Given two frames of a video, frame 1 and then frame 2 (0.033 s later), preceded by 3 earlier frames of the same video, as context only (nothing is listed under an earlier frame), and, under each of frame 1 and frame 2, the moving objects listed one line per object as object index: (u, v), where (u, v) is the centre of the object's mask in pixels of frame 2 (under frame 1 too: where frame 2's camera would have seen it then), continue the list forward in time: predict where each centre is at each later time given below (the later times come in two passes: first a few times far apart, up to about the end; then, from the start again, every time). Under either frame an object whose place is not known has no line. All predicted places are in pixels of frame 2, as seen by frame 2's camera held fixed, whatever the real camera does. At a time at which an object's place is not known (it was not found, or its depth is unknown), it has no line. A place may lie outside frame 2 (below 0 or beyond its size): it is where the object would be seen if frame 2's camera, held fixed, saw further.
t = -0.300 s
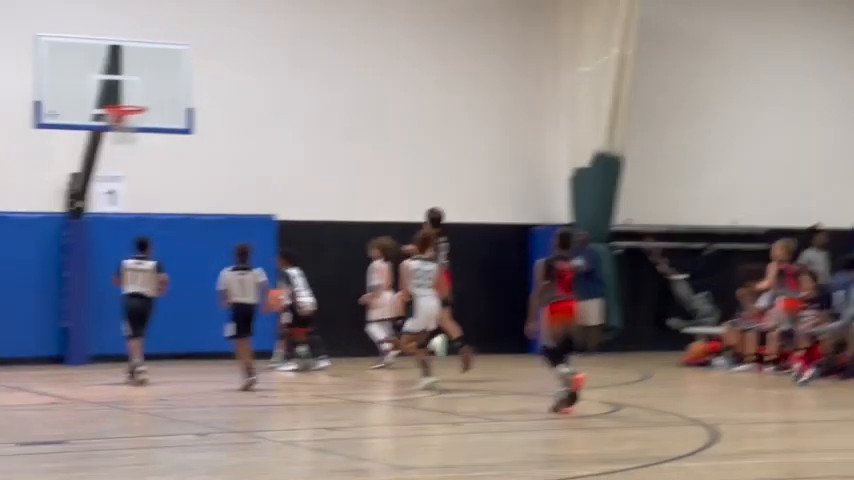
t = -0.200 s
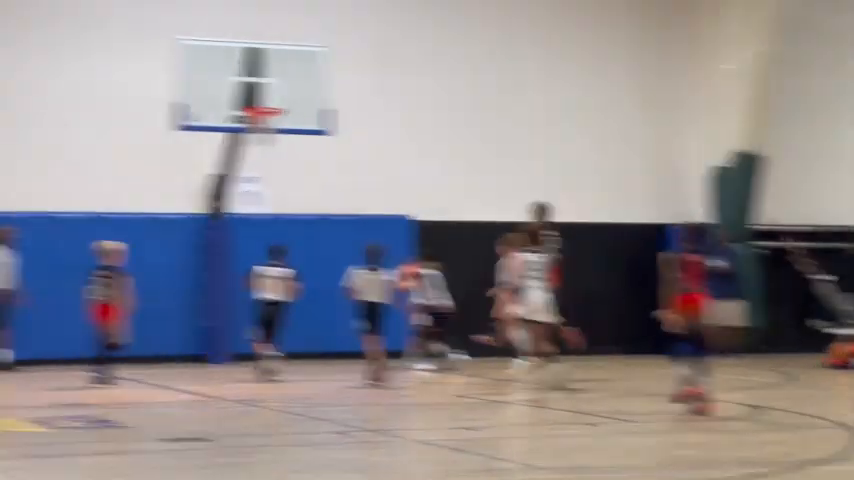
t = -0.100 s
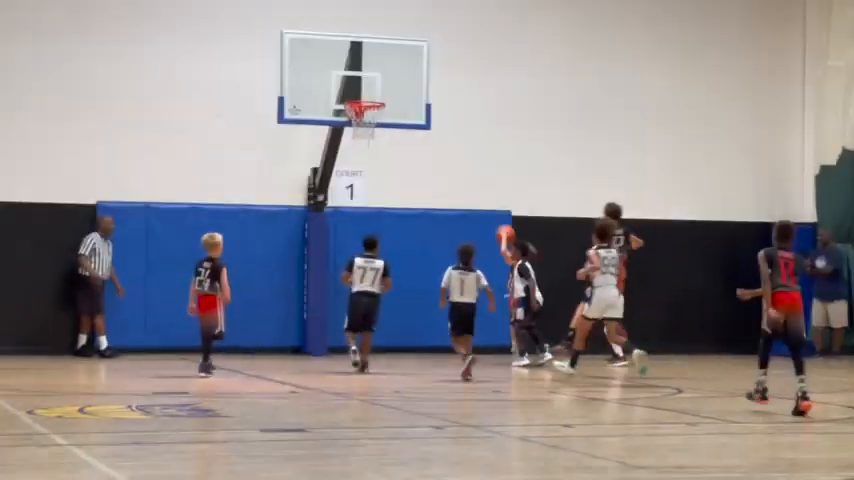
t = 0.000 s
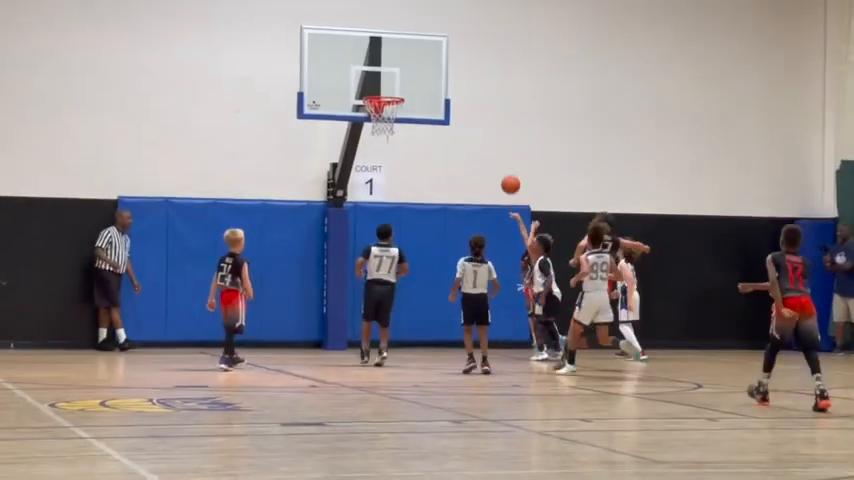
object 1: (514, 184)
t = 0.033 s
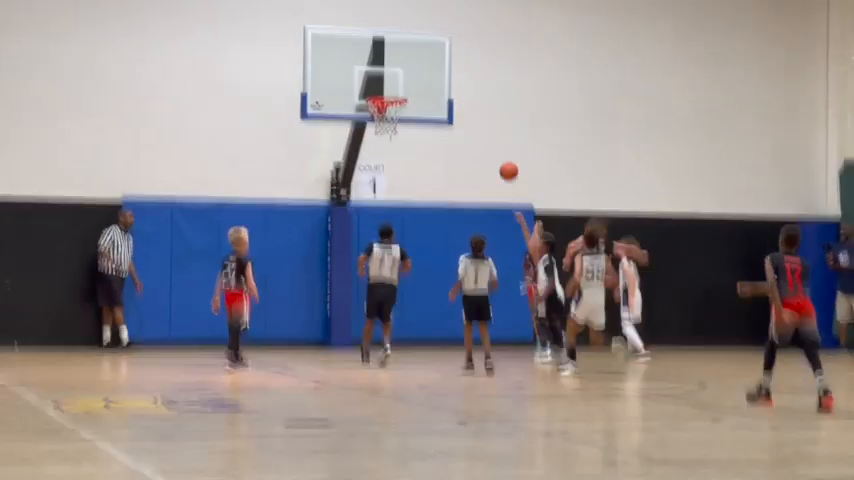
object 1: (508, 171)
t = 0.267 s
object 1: (472, 99)
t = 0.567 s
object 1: (424, 72)
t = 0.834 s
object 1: (393, 96)
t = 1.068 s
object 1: (385, 146)
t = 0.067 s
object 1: (503, 157)
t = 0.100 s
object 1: (498, 145)
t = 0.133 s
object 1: (493, 135)
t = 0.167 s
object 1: (488, 124)
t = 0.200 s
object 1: (483, 115)
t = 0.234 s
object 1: (478, 107)
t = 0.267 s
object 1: (472, 99)
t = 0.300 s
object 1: (467, 93)
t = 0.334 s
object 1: (462, 87)
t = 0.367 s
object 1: (457, 82)
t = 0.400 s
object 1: (451, 79)
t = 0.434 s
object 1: (446, 75)
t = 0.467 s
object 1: (441, 73)
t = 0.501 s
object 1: (436, 72)
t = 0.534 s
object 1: (430, 71)
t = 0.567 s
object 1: (424, 72)
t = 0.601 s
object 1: (419, 74)
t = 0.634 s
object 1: (414, 76)
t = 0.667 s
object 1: (408, 80)
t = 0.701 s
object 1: (403, 84)
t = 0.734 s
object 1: (397, 89)
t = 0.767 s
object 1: (395, 92)
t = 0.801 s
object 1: (394, 94)
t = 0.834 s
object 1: (393, 96)
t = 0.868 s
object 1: (392, 101)
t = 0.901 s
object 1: (390, 106)
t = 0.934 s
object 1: (390, 112)
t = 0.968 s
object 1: (389, 119)
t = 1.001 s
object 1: (387, 127)
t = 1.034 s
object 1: (386, 136)
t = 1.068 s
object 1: (385, 146)
